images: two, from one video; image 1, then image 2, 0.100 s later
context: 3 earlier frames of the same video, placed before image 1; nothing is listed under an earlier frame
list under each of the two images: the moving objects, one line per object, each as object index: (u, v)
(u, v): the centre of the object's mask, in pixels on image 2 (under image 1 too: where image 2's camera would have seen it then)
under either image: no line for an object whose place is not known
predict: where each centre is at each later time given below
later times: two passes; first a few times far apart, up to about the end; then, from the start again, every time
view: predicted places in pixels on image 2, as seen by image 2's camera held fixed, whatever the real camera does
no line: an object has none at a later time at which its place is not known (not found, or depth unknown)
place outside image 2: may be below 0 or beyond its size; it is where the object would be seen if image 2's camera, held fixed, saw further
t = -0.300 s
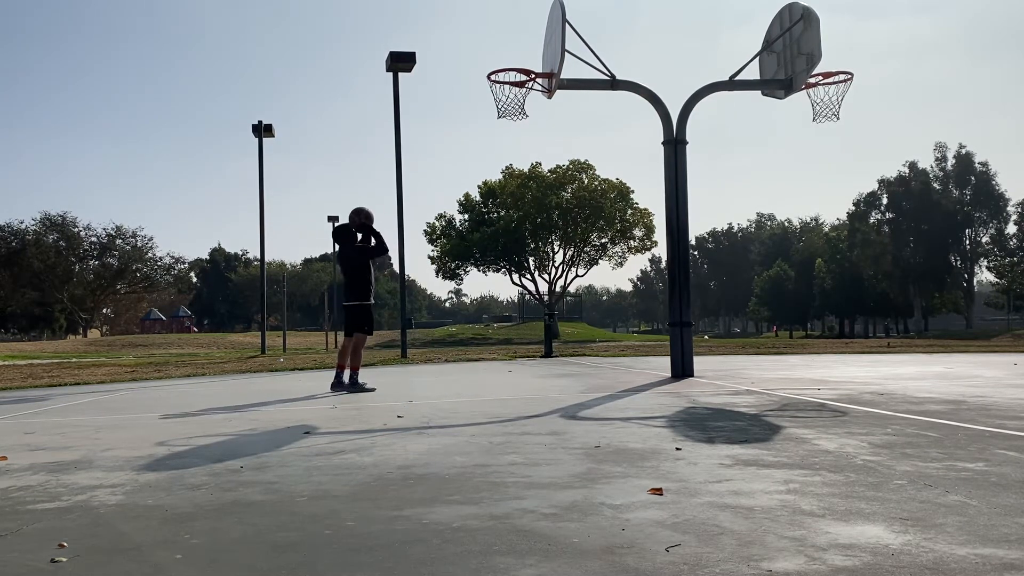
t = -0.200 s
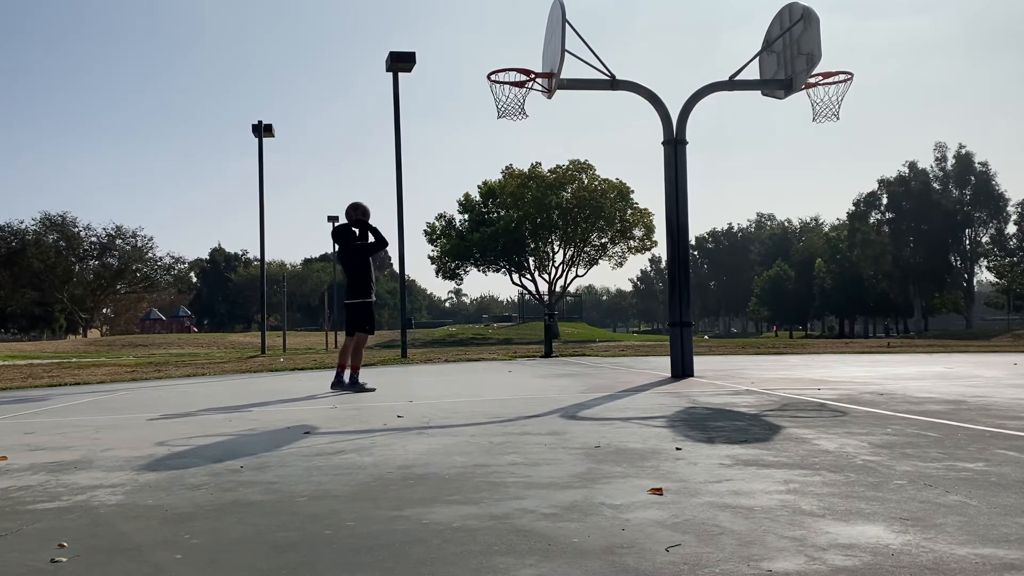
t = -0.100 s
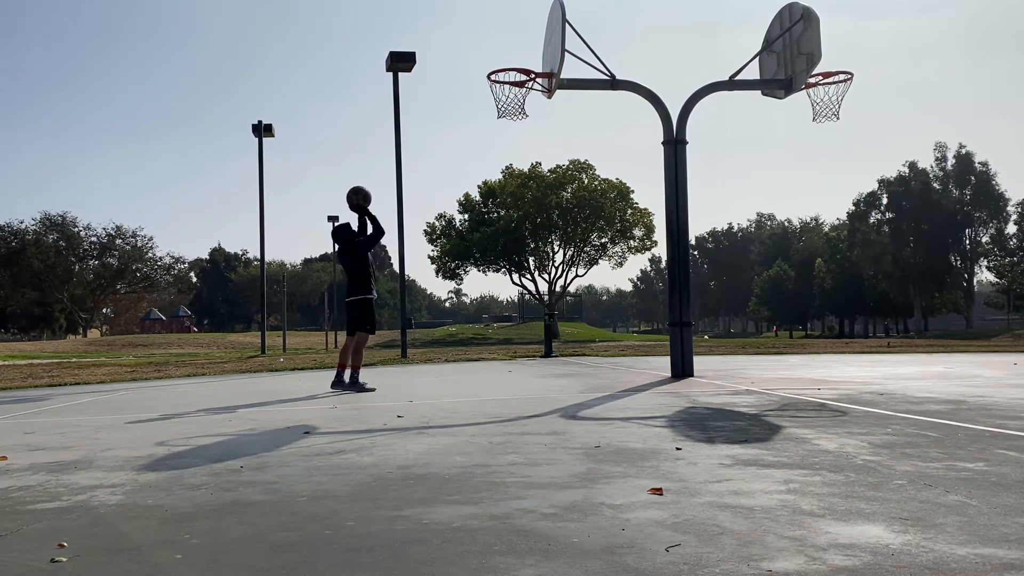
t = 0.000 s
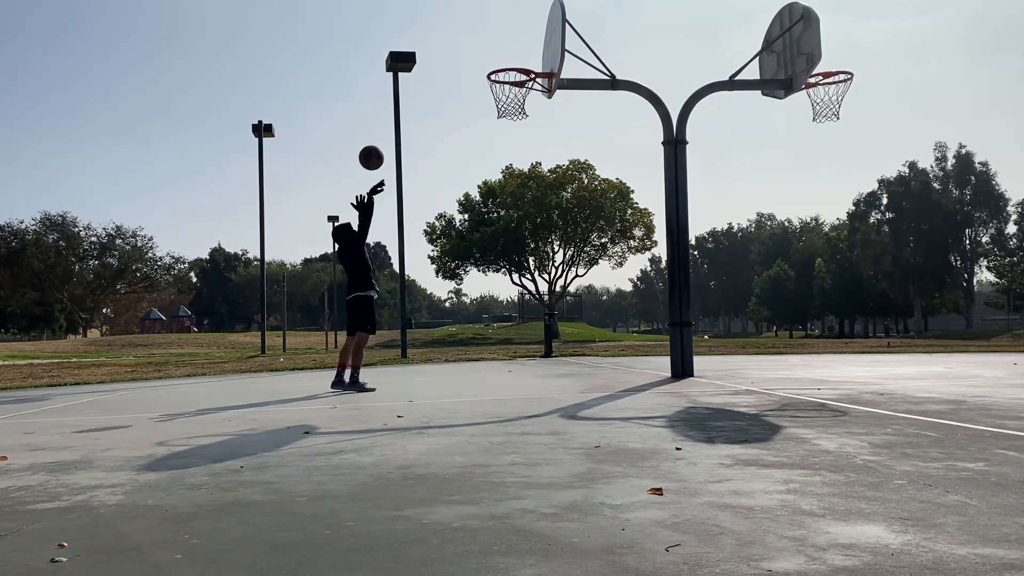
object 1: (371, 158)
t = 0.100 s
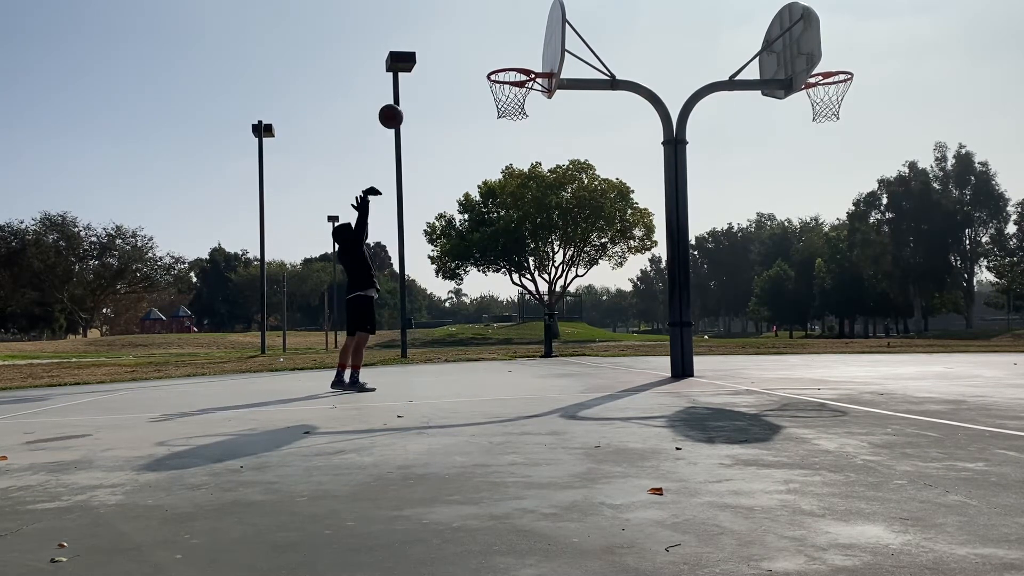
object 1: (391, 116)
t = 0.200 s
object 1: (410, 85)
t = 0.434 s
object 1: (456, 52)
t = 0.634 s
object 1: (494, 61)
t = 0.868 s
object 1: (523, 82)
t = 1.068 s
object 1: (520, 123)
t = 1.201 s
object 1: (517, 169)
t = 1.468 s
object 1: (511, 308)
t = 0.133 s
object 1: (397, 105)
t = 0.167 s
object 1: (404, 95)
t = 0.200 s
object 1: (410, 85)
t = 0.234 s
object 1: (417, 78)
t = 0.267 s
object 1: (424, 71)
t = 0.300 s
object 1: (430, 65)
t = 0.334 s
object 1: (437, 60)
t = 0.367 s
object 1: (443, 56)
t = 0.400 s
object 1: (450, 54)
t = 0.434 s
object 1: (456, 52)
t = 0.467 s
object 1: (463, 52)
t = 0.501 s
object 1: (470, 53)
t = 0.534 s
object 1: (476, 55)
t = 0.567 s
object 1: (483, 57)
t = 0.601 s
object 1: (489, 61)
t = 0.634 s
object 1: (494, 61)
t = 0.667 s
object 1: (498, 61)
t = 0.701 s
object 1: (502, 61)
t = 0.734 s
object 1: (507, 63)
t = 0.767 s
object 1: (511, 66)
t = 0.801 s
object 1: (515, 71)
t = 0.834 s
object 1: (519, 75)
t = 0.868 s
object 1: (523, 82)
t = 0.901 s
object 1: (524, 87)
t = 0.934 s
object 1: (524, 93)
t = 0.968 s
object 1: (523, 99)
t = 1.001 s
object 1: (522, 107)
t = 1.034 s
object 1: (521, 114)
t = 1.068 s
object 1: (520, 123)
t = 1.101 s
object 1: (519, 133)
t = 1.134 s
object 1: (518, 144)
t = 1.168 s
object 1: (517, 156)
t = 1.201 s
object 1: (517, 169)
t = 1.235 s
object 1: (516, 181)
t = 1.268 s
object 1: (516, 196)
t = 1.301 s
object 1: (515, 213)
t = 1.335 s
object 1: (514, 231)
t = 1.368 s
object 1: (513, 249)
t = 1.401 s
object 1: (512, 268)
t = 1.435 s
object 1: (511, 288)
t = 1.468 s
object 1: (511, 308)
